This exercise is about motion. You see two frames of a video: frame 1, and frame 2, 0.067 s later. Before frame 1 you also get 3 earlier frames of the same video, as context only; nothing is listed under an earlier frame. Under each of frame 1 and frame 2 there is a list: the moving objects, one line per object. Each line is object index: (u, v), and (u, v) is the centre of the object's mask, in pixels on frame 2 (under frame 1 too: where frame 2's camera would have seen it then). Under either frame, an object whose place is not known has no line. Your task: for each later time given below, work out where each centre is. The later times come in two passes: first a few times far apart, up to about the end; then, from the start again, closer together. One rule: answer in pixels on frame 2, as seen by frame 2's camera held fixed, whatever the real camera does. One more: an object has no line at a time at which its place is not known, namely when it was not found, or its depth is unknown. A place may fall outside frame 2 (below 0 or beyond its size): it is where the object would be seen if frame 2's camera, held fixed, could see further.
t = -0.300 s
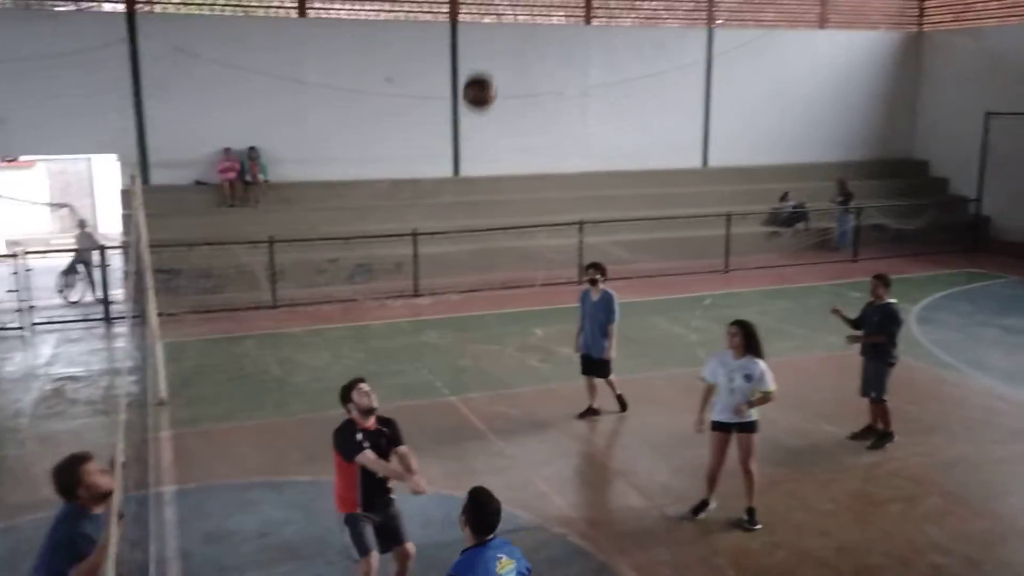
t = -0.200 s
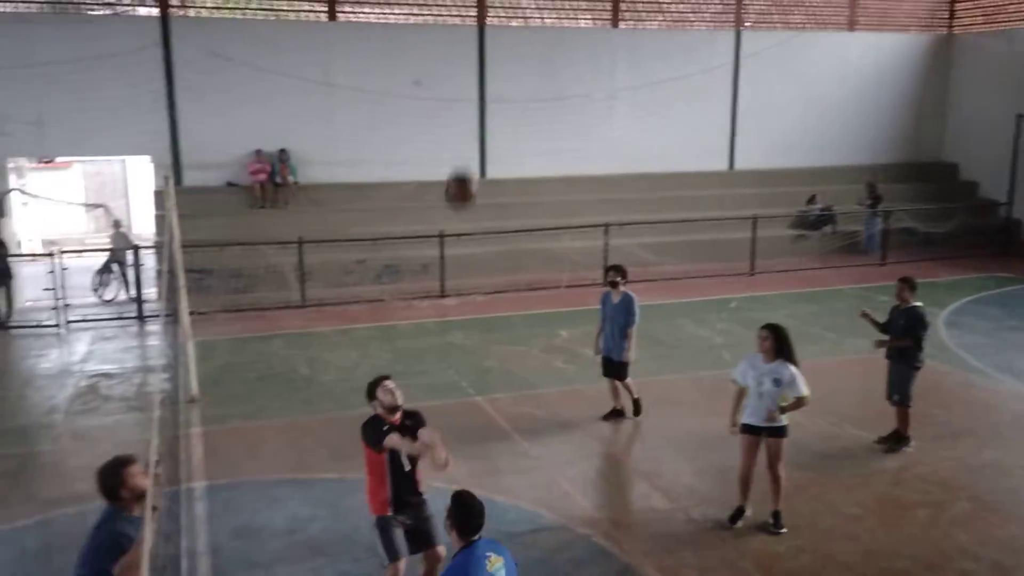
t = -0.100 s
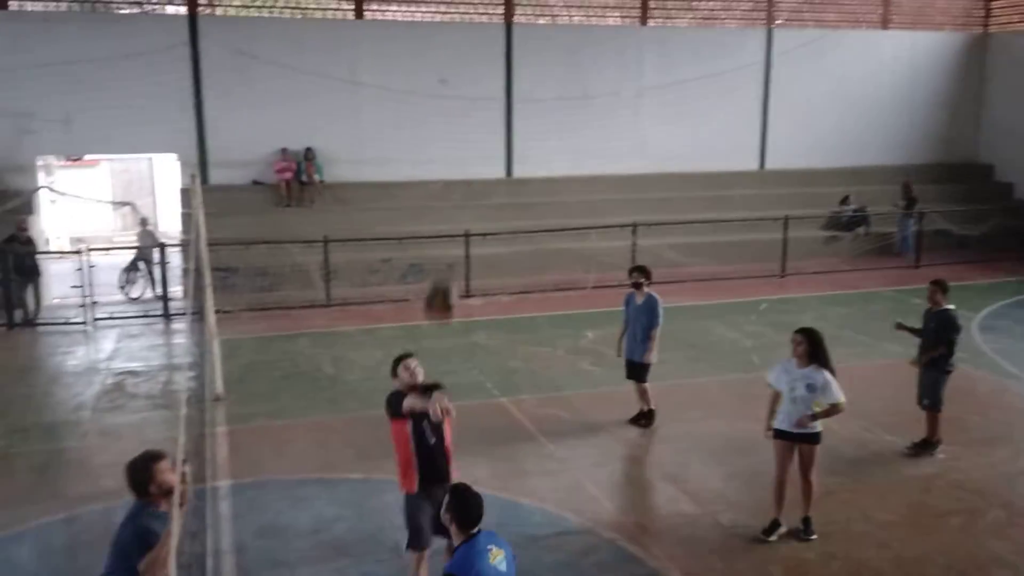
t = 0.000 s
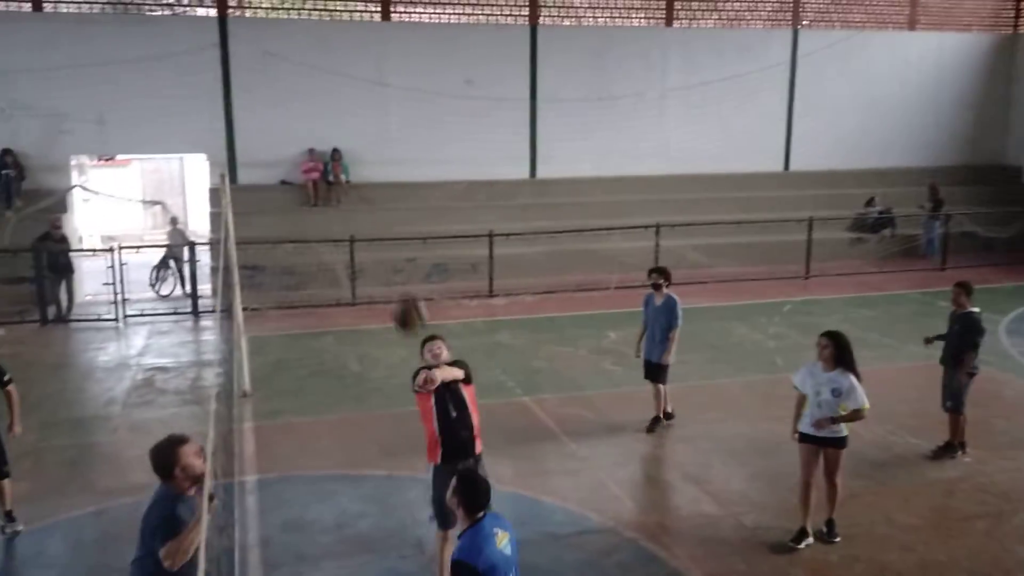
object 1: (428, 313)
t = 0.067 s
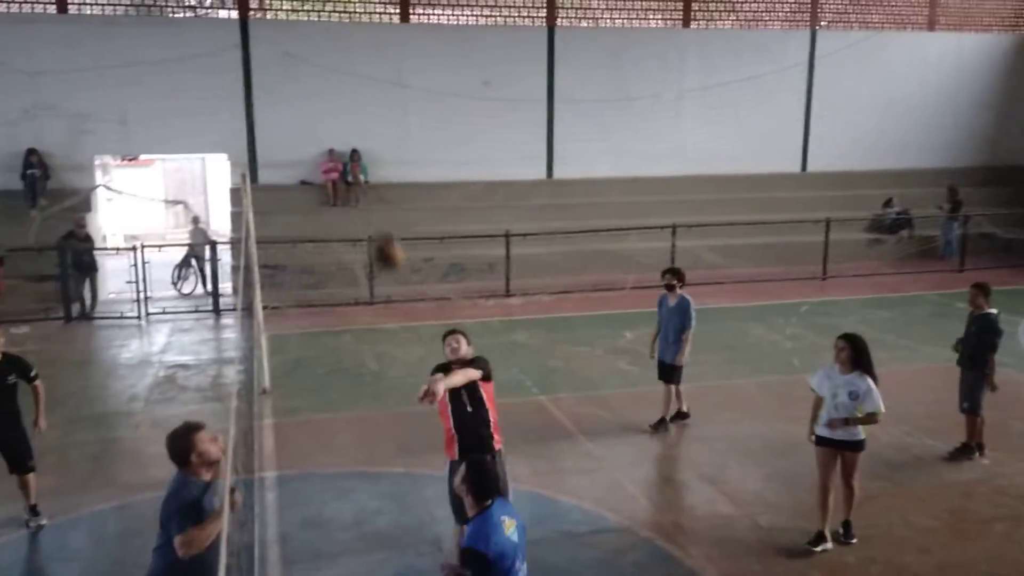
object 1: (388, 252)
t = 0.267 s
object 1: (272, 112)
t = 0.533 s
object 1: (146, 40)
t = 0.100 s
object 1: (367, 224)
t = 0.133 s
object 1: (347, 197)
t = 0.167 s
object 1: (330, 177)
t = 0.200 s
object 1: (308, 150)
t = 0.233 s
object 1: (290, 130)
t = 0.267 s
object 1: (272, 112)
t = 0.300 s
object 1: (255, 96)
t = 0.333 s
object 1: (237, 82)
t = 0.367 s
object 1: (219, 70)
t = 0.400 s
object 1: (203, 60)
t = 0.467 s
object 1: (175, 47)
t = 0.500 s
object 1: (160, 42)
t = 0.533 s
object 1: (146, 40)
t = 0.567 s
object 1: (132, 40)
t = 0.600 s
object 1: (118, 41)
